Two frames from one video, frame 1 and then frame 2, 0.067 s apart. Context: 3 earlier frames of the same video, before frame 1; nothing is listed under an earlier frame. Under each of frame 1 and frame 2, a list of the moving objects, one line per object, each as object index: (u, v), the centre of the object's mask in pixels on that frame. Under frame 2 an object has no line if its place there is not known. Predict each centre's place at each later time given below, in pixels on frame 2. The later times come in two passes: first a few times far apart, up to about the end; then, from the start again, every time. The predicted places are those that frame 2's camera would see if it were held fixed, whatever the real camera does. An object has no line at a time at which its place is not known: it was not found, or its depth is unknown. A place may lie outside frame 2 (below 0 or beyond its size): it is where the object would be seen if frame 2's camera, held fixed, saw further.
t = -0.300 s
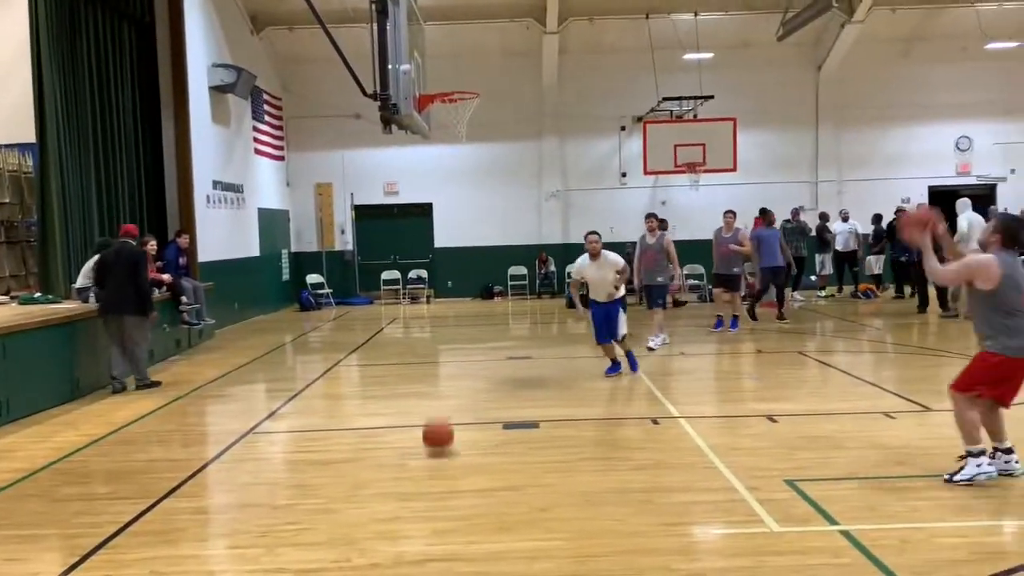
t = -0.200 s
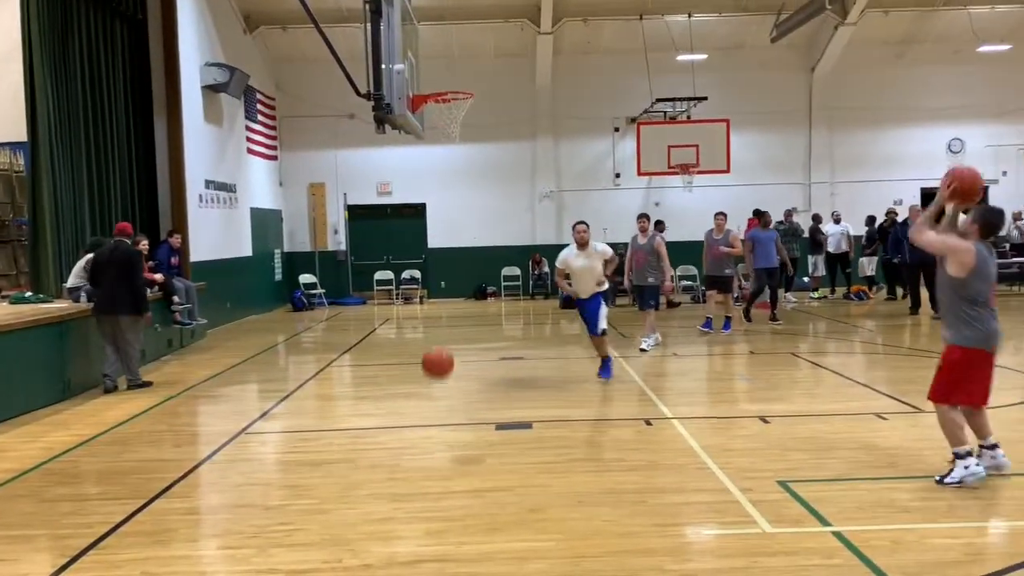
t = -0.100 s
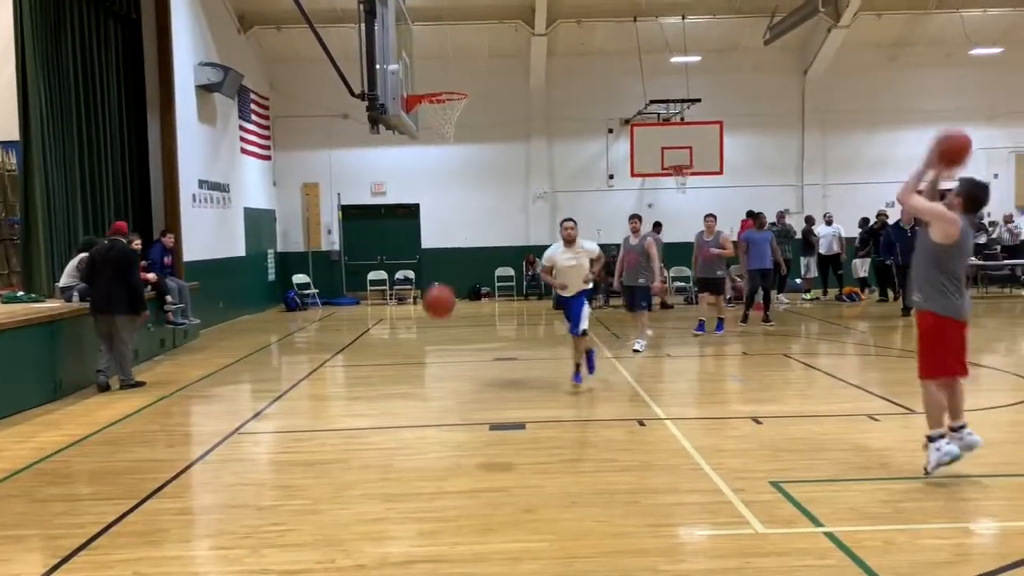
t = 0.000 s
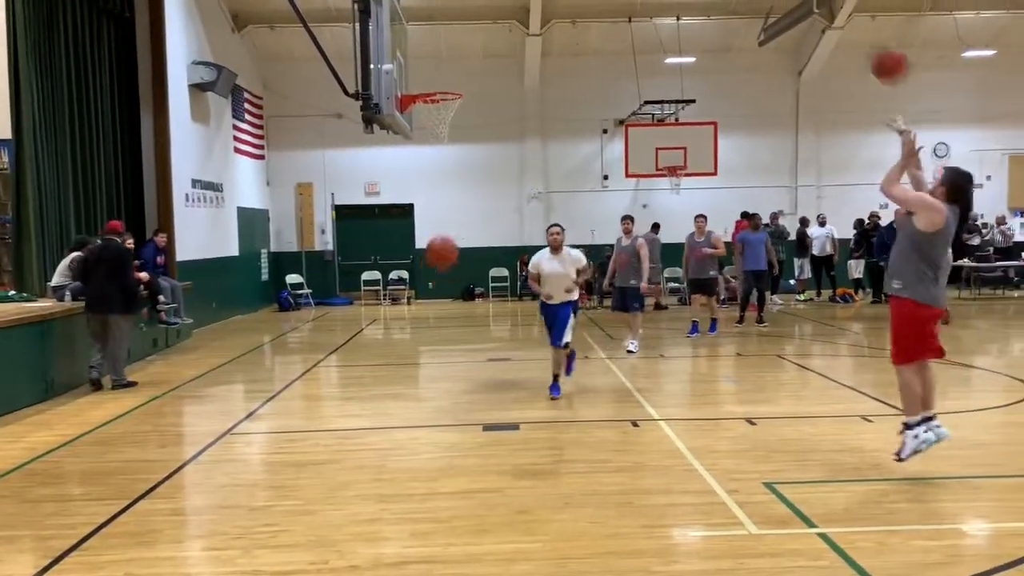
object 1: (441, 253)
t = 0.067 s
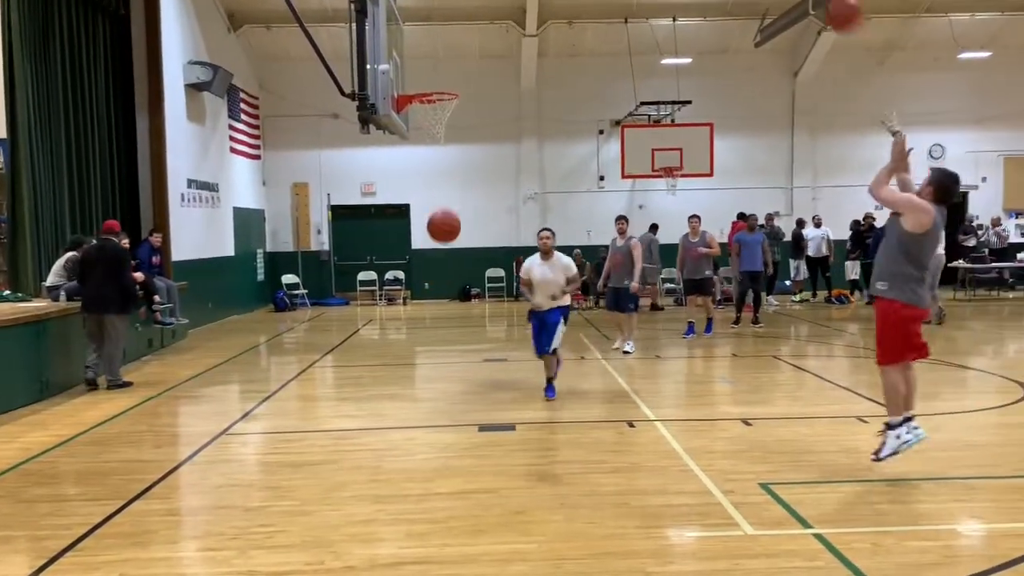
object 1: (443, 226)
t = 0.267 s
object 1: (463, 182)
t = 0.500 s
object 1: (493, 201)
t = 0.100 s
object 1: (447, 215)
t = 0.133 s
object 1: (450, 205)
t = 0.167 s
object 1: (453, 197)
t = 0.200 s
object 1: (456, 190)
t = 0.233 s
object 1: (460, 185)
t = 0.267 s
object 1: (463, 182)
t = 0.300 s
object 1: (467, 179)
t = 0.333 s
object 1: (470, 179)
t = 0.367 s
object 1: (475, 180)
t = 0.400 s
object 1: (479, 183)
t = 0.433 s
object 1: (483, 187)
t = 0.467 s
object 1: (488, 194)
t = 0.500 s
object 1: (493, 201)
